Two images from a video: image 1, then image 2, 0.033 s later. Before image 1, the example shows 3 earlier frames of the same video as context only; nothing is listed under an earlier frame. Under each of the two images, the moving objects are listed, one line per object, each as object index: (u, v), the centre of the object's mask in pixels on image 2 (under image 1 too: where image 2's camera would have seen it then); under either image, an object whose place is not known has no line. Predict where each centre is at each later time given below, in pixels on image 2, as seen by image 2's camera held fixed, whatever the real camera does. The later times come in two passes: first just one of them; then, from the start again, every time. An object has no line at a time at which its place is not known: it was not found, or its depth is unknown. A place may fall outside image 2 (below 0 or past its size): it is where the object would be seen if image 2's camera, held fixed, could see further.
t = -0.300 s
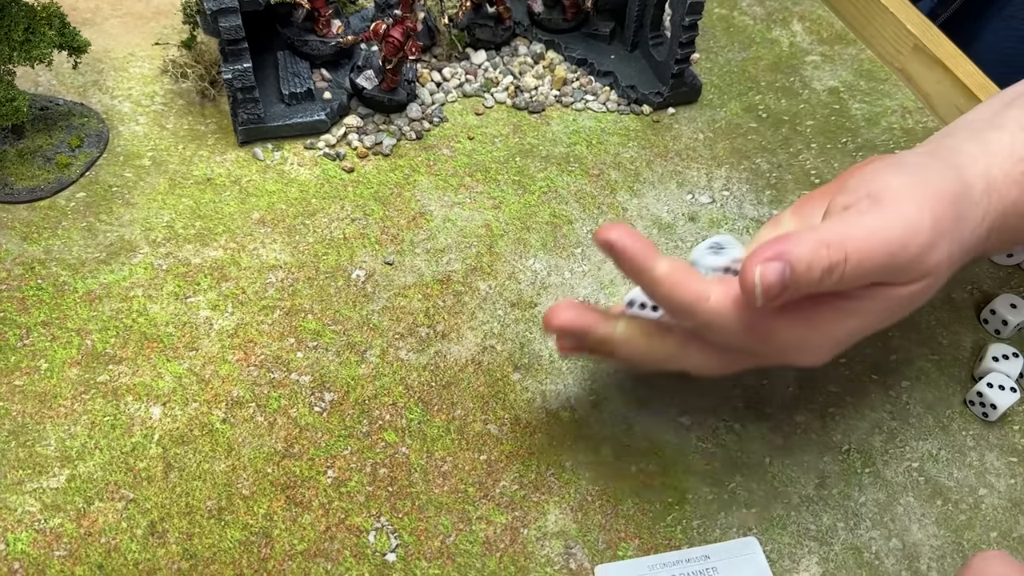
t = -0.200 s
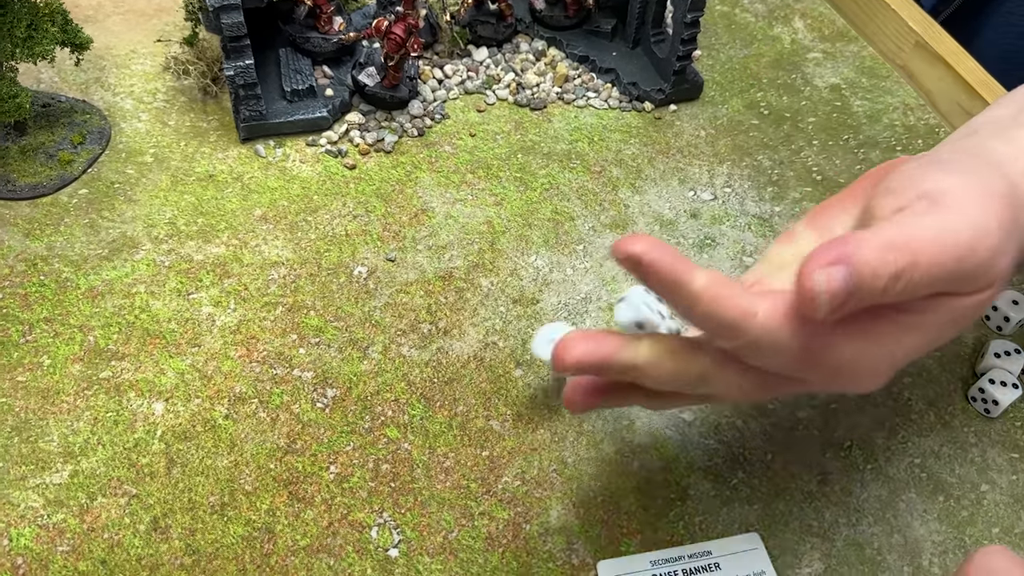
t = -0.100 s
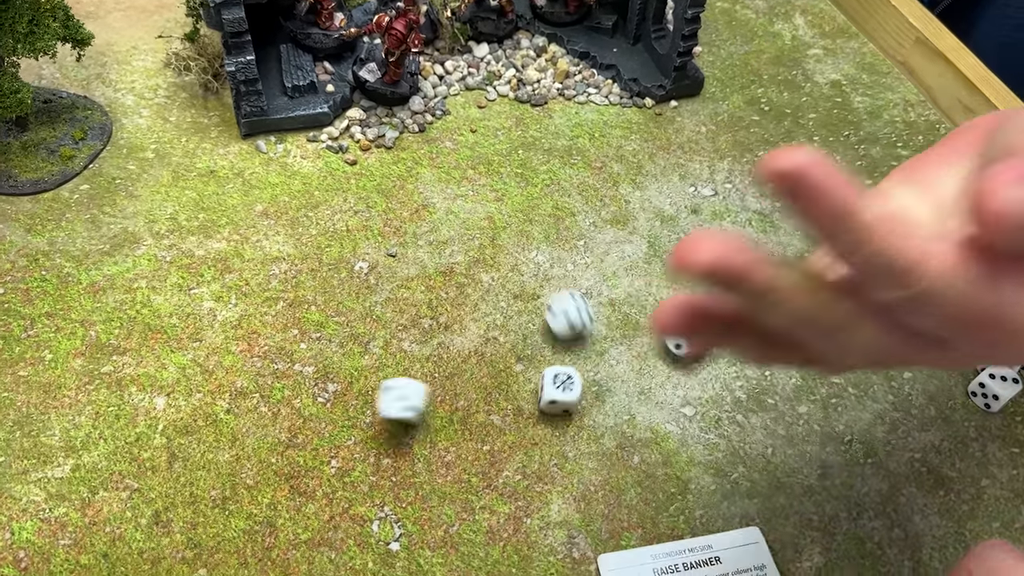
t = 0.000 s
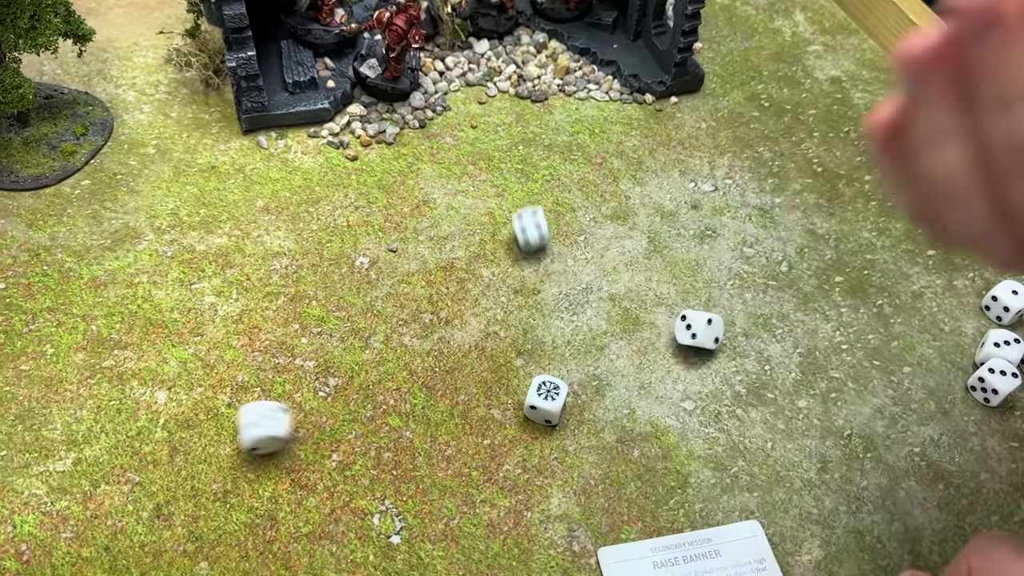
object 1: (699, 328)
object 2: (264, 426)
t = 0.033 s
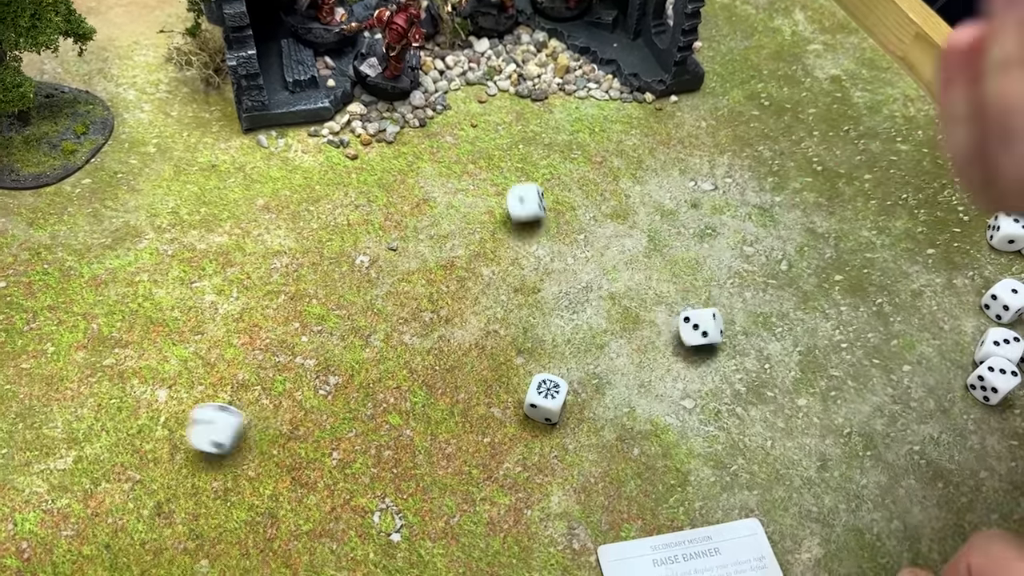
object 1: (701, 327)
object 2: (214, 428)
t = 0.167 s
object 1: (697, 310)
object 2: (62, 426)
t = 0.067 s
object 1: (703, 326)
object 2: (170, 426)
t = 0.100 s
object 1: (704, 322)
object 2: (127, 422)
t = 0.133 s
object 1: (701, 317)
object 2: (93, 425)
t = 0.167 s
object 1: (697, 310)
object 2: (62, 426)
